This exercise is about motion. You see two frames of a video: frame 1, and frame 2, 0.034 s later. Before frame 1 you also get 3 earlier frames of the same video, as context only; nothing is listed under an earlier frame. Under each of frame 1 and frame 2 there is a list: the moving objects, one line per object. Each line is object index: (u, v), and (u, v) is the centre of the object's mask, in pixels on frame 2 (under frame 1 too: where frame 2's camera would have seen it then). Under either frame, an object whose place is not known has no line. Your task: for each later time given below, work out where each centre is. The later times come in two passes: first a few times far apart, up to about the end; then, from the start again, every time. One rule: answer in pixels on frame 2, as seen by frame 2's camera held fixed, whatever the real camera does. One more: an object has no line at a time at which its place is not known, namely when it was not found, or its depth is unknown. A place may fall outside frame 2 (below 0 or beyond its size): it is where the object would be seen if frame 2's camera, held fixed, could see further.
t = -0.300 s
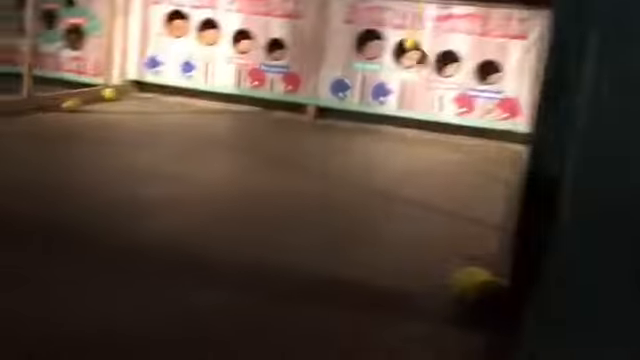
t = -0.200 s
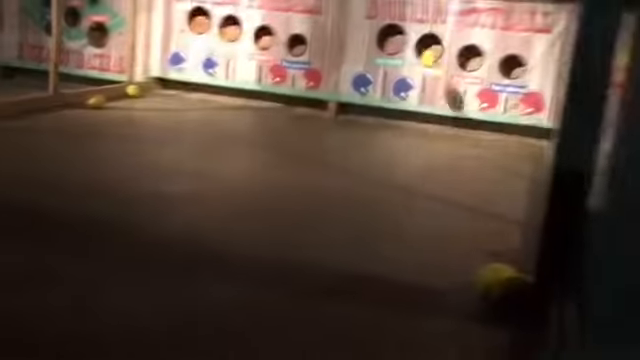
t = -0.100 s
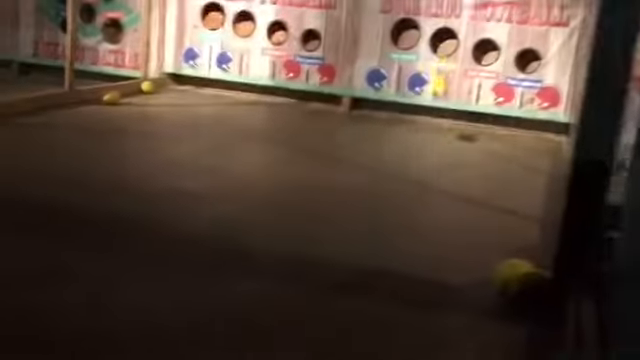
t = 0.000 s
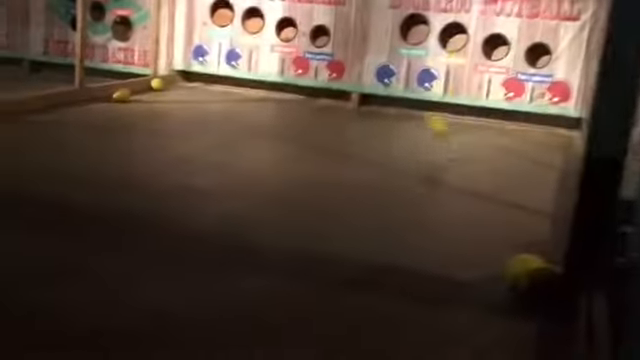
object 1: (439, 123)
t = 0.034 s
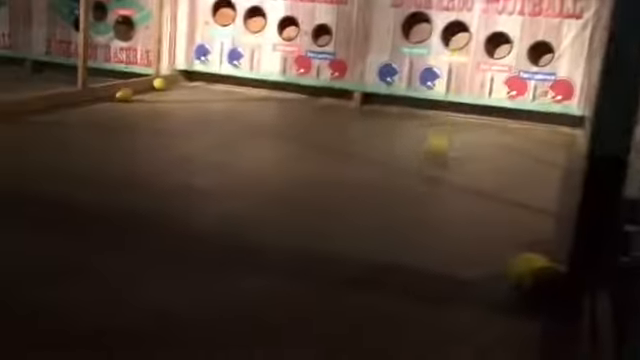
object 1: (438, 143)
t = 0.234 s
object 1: (426, 114)
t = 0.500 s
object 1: (410, 133)
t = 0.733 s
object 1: (373, 173)
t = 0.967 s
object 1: (326, 184)
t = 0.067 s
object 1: (436, 145)
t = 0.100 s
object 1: (434, 136)
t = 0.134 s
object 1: (433, 131)
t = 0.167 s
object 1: (433, 123)
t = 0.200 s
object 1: (430, 119)
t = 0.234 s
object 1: (426, 114)
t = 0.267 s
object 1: (425, 113)
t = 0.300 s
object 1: (424, 112)
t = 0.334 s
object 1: (422, 112)
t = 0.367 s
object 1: (419, 113)
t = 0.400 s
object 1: (416, 116)
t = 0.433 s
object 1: (414, 120)
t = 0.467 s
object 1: (412, 128)
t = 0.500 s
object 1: (410, 133)
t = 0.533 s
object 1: (406, 149)
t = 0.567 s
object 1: (399, 161)
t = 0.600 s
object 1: (395, 171)
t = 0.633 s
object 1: (388, 191)
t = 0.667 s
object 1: (384, 188)
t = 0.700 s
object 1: (380, 179)
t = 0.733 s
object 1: (373, 173)
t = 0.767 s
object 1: (366, 169)
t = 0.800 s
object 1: (361, 166)
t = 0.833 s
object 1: (359, 167)
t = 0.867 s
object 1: (349, 170)
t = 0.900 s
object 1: (339, 174)
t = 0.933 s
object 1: (333, 178)
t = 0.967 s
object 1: (326, 184)
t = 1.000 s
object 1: (319, 197)
